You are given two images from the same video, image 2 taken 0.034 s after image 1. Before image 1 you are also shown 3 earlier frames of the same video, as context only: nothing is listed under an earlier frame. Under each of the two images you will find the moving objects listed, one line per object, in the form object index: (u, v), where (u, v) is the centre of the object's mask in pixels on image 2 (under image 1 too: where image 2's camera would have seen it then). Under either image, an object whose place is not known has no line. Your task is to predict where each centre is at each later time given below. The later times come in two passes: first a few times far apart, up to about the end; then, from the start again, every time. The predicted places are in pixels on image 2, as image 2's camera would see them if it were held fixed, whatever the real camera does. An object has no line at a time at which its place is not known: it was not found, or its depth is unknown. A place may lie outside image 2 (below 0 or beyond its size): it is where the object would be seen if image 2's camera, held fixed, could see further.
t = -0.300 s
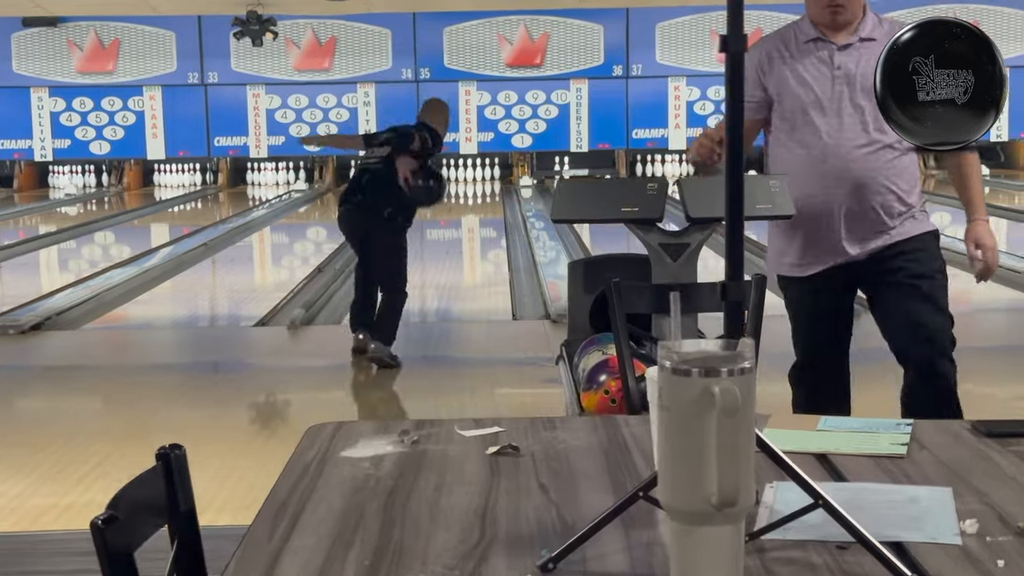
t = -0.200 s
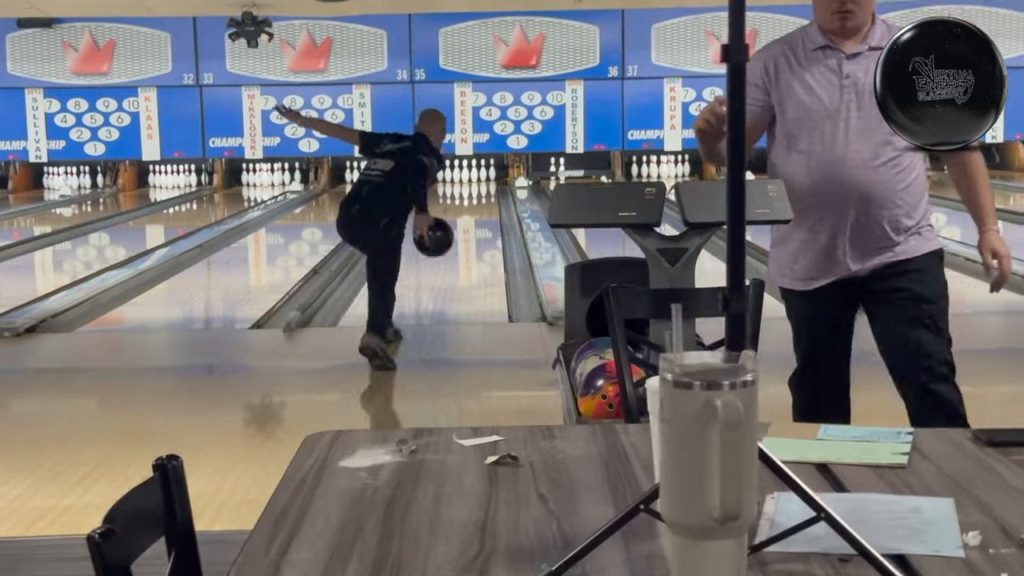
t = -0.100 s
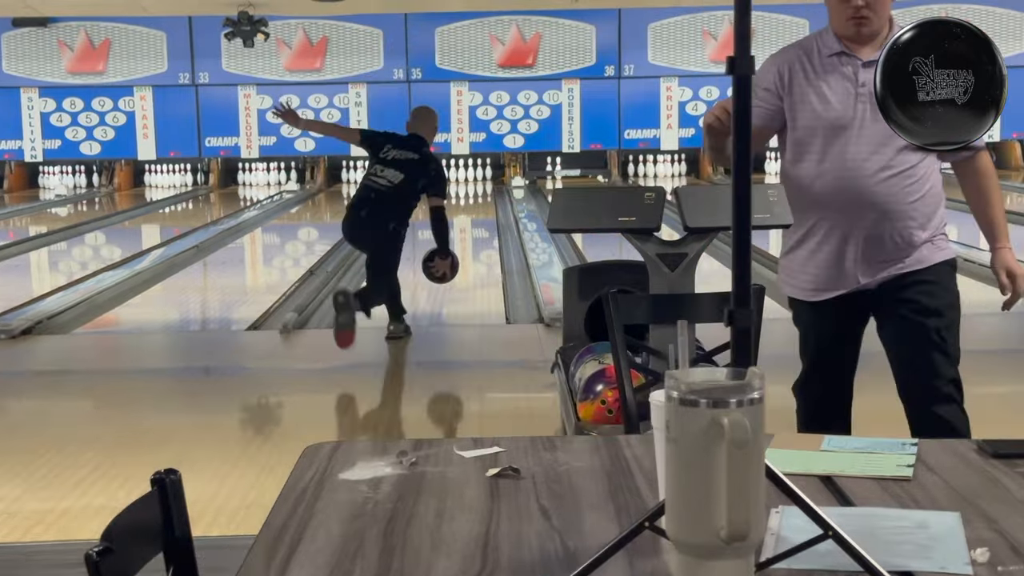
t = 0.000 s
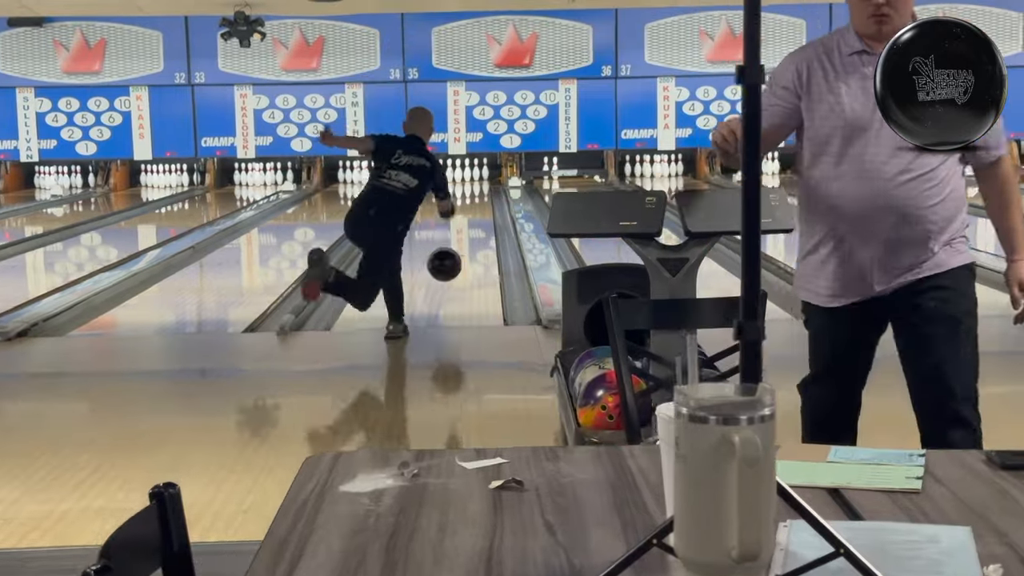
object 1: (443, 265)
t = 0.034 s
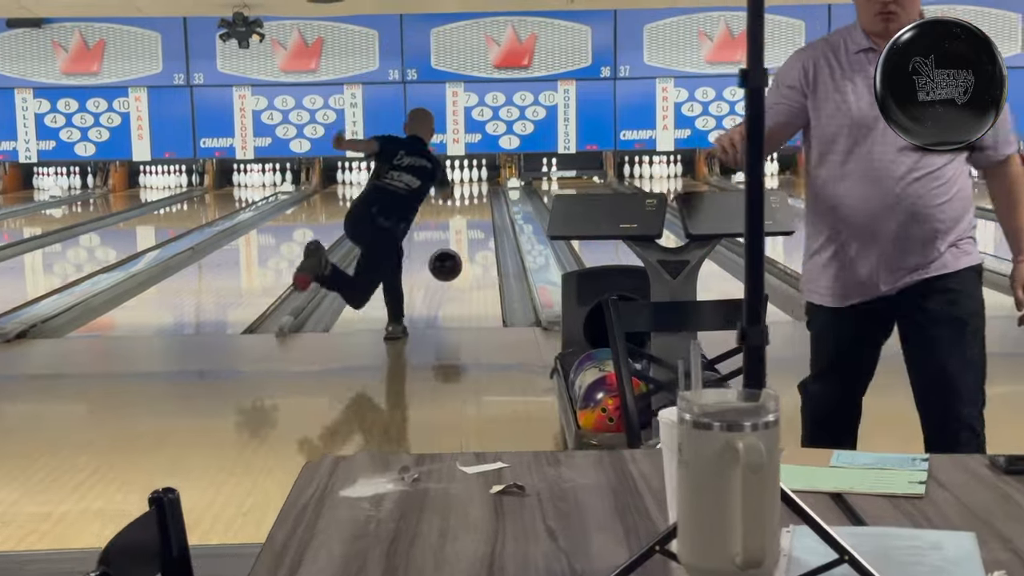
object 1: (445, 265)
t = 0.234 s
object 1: (454, 274)
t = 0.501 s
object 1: (461, 250)
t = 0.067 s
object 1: (447, 266)
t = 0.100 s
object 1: (449, 269)
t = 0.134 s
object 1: (451, 273)
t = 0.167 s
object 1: (452, 279)
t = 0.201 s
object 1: (453, 279)
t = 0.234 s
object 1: (454, 274)
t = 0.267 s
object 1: (455, 271)
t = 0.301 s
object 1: (456, 268)
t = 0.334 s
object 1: (457, 265)
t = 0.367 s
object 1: (458, 261)
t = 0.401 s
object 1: (459, 259)
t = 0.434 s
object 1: (460, 256)
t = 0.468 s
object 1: (461, 253)
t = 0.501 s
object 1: (461, 250)
